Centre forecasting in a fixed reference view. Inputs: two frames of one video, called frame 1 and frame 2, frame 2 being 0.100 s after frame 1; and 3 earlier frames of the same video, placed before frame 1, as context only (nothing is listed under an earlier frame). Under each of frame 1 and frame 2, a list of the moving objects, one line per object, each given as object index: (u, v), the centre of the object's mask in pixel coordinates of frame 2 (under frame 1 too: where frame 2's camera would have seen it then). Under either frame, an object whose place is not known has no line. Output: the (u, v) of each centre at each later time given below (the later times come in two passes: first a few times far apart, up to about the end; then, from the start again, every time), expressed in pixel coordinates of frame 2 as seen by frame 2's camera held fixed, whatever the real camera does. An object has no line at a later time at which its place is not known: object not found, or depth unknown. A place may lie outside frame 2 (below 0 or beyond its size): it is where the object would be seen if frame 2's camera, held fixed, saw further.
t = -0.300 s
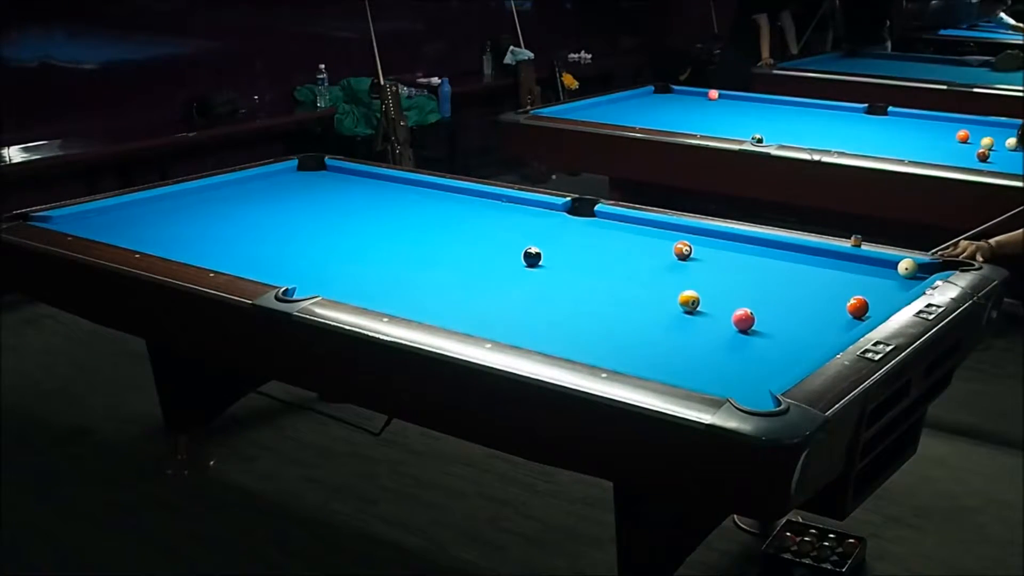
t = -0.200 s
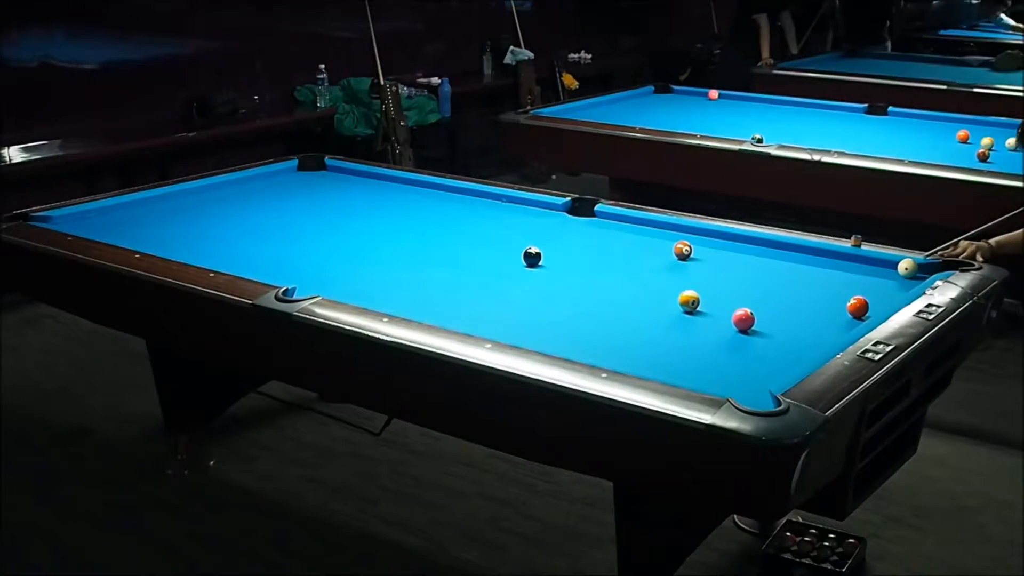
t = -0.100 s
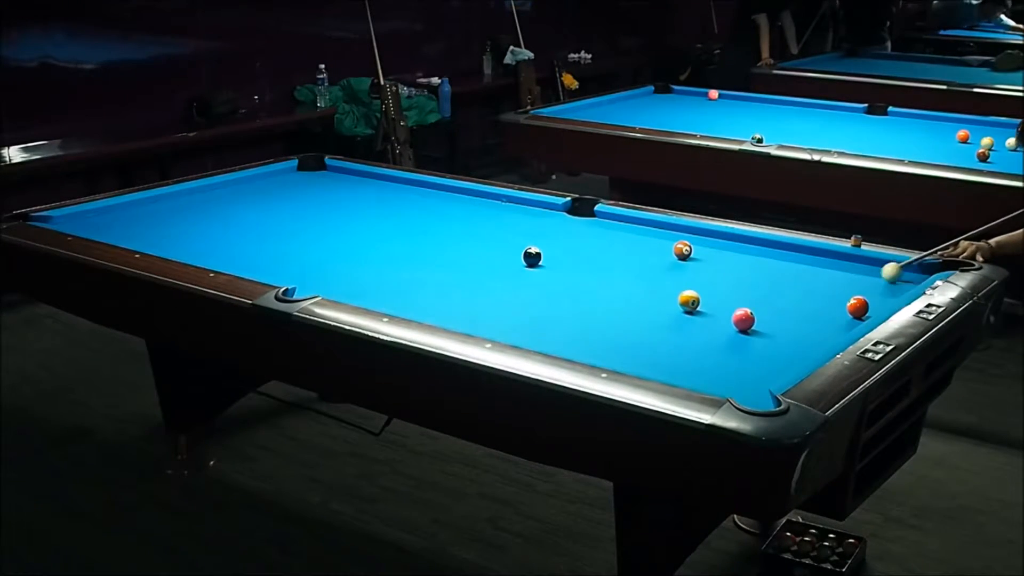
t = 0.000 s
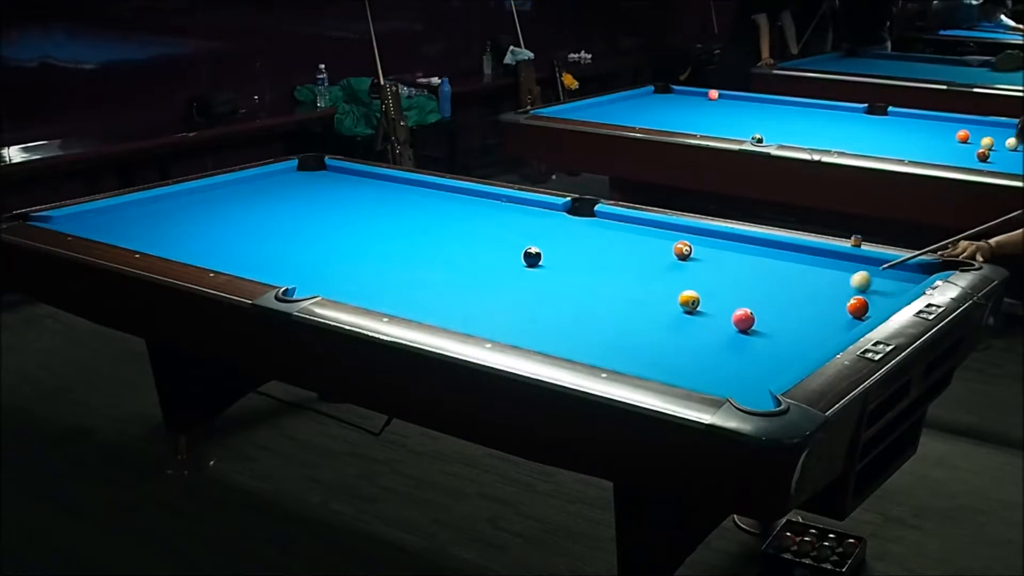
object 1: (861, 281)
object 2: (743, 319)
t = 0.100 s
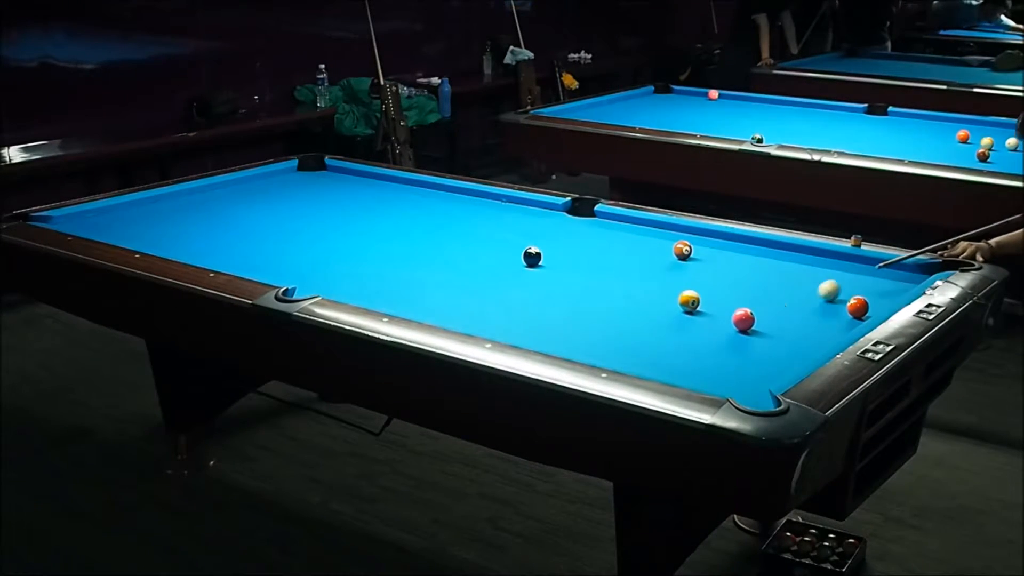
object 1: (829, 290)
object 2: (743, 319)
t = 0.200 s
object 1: (795, 300)
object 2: (743, 319)
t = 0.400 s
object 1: (734, 309)
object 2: (734, 328)
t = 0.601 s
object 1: (686, 312)
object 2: (710, 350)
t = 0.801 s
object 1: (637, 313)
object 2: (687, 371)
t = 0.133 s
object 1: (818, 294)
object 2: (743, 319)
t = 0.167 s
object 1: (807, 297)
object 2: (743, 319)
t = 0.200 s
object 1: (795, 300)
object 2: (743, 319)
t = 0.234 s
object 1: (784, 303)
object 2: (743, 319)
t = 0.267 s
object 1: (772, 306)
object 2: (743, 319)
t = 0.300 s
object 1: (762, 309)
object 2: (743, 319)
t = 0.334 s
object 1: (752, 309)
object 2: (743, 320)
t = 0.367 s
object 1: (742, 309)
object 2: (738, 324)
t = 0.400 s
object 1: (734, 309)
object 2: (734, 328)
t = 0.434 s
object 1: (726, 311)
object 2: (729, 332)
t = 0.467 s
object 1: (718, 311)
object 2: (725, 336)
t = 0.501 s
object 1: (710, 312)
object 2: (721, 340)
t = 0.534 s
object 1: (702, 312)
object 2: (717, 343)
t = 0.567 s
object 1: (694, 312)
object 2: (714, 347)
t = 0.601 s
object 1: (686, 312)
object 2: (710, 350)
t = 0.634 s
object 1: (678, 312)
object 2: (706, 354)
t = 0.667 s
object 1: (669, 312)
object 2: (702, 357)
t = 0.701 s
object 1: (661, 312)
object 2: (699, 361)
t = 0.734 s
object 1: (654, 313)
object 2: (695, 365)
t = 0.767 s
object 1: (645, 313)
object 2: (691, 368)
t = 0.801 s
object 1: (637, 313)
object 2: (687, 371)
